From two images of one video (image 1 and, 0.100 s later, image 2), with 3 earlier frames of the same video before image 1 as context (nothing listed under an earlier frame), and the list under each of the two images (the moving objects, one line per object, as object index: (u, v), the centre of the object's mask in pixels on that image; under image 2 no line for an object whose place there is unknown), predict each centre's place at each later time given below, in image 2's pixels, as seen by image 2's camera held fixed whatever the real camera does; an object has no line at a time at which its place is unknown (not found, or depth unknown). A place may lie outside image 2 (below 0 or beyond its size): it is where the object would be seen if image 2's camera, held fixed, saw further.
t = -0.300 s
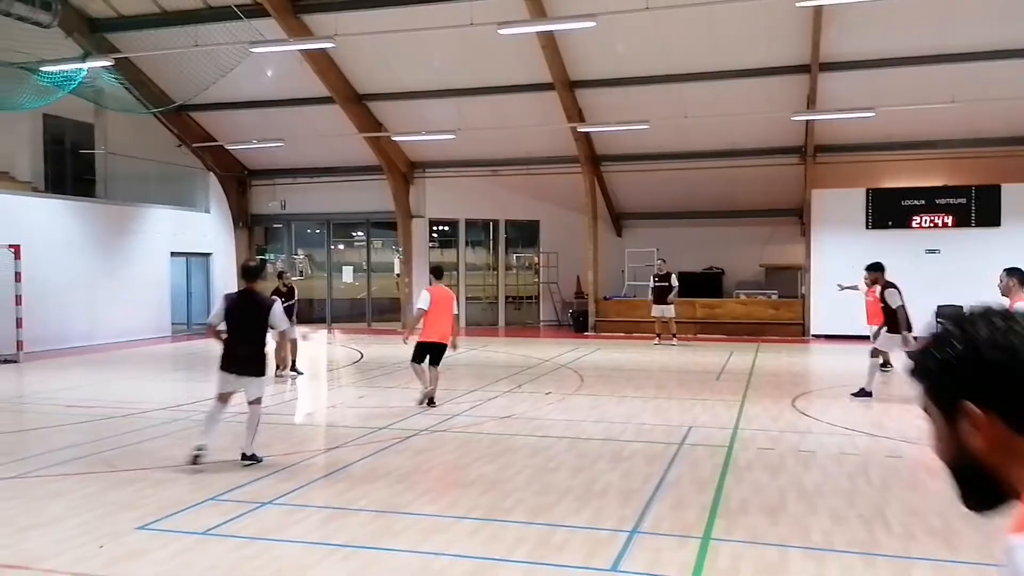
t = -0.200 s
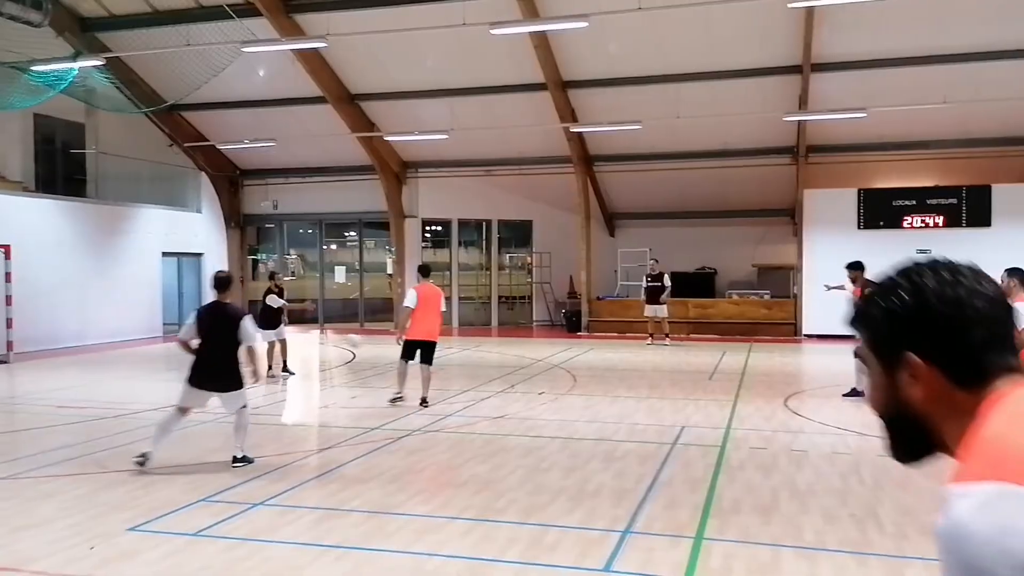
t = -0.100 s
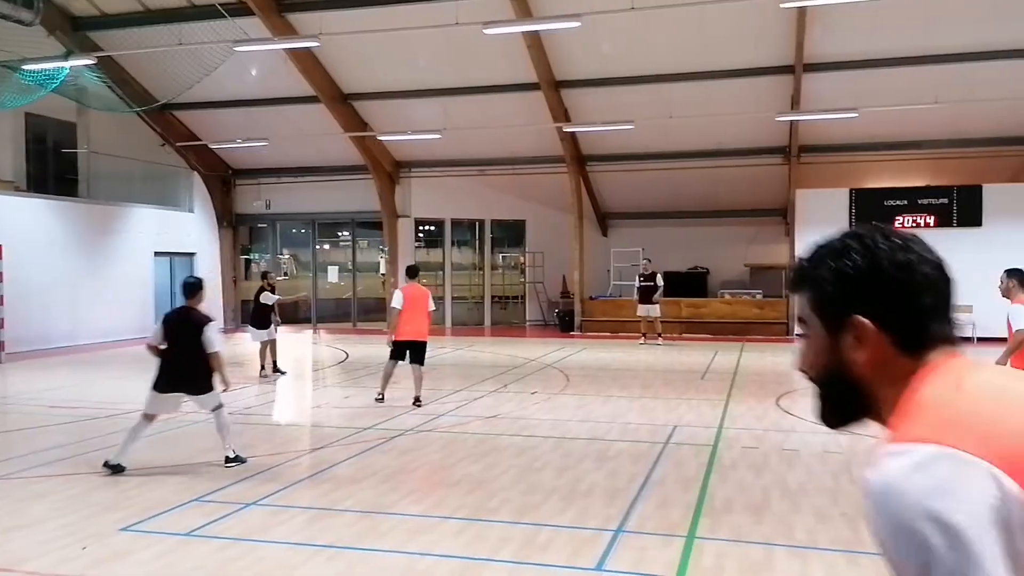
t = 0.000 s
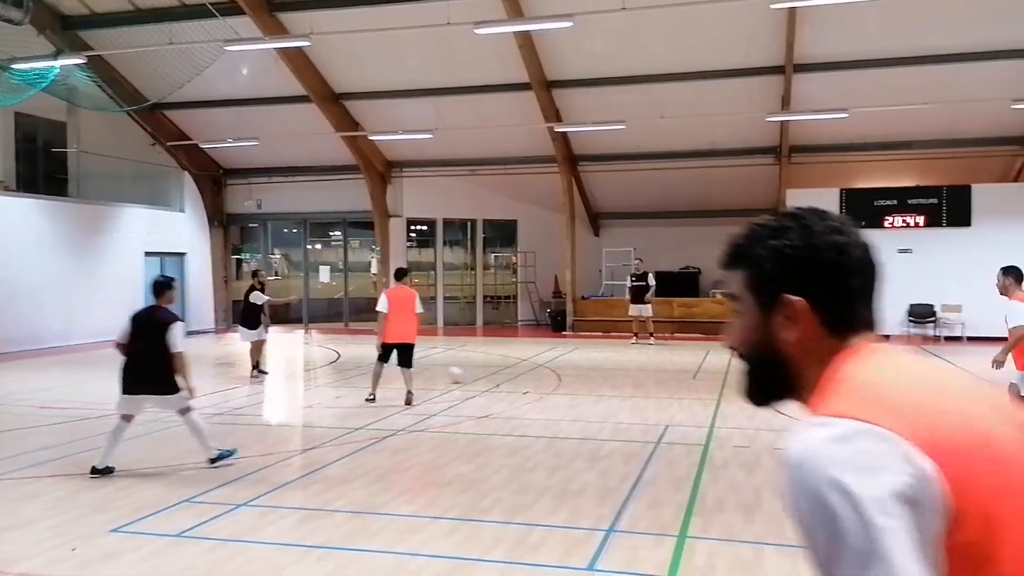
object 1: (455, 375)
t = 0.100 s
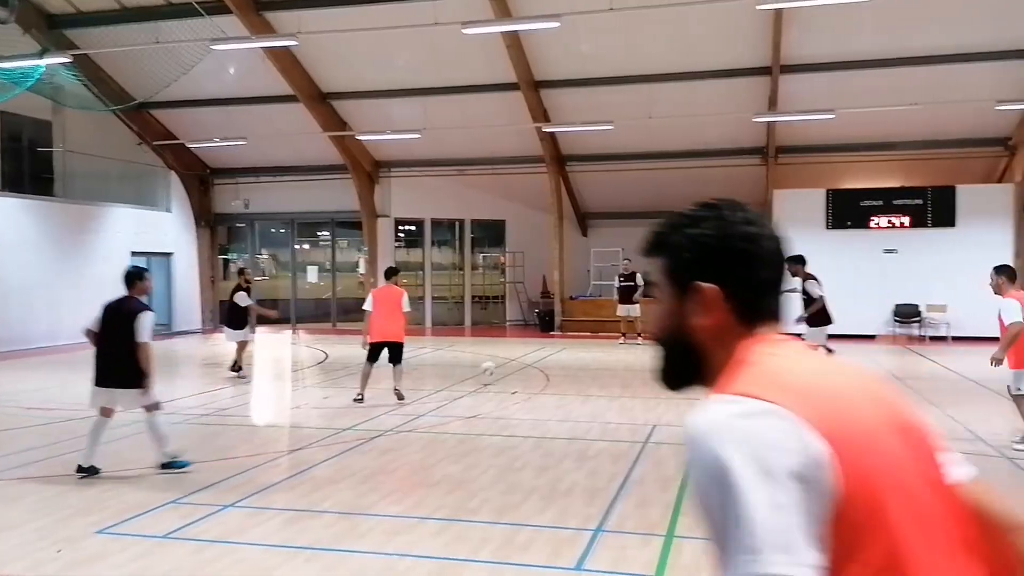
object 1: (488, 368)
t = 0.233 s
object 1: (544, 368)
